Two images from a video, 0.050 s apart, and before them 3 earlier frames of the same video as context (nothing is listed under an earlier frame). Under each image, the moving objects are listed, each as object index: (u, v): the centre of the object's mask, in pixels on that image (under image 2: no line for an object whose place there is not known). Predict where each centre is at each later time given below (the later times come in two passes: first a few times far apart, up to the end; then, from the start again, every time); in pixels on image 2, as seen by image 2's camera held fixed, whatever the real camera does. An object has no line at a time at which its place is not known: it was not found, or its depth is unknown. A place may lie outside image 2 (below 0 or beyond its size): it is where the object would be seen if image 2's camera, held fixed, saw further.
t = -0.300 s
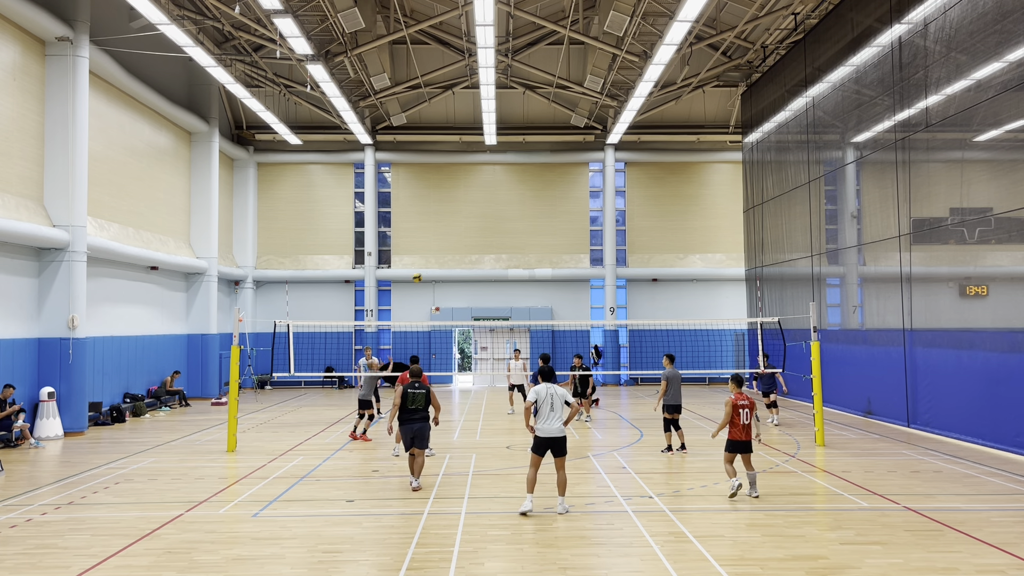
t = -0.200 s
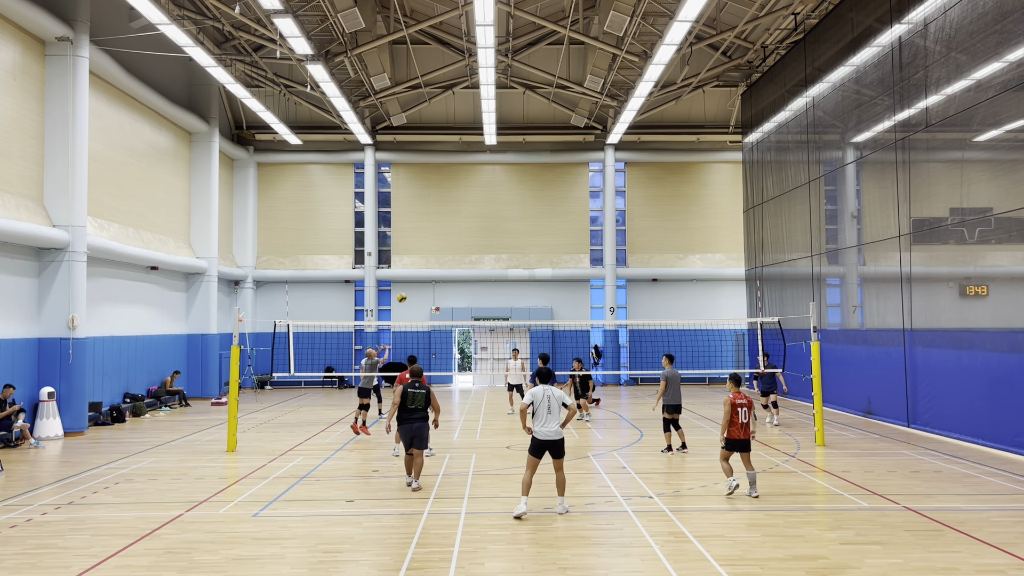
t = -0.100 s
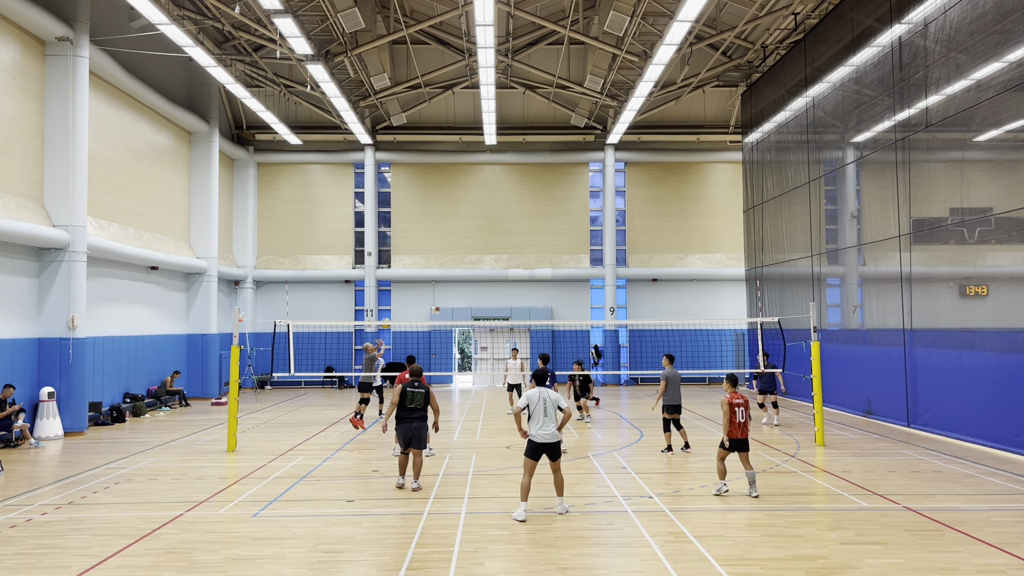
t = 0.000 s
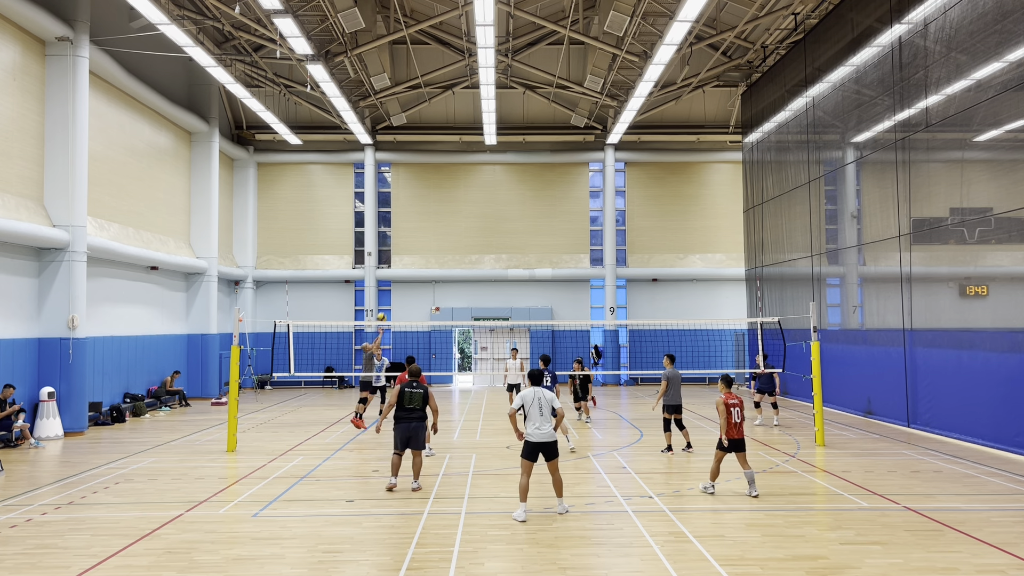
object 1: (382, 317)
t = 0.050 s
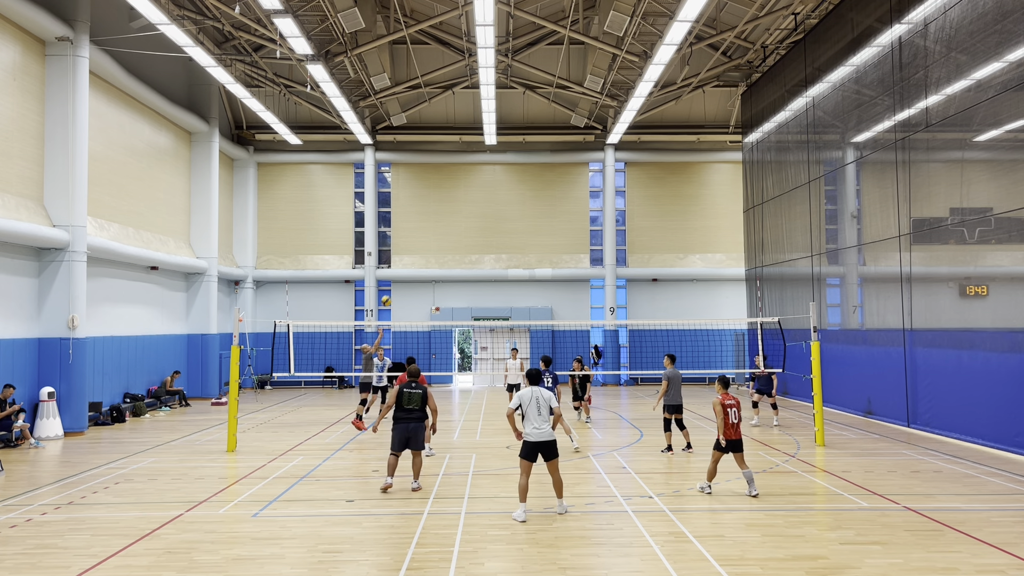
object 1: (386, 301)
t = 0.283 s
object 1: (406, 240)
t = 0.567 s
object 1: (430, 202)
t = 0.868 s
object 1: (454, 204)
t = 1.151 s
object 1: (476, 245)
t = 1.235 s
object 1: (483, 264)
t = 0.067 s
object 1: (387, 296)
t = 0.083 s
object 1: (389, 290)
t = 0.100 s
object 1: (390, 285)
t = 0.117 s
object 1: (392, 281)
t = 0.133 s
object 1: (393, 276)
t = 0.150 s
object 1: (395, 271)
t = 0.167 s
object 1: (396, 267)
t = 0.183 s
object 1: (397, 263)
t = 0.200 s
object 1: (399, 258)
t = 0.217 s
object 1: (400, 254)
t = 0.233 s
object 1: (402, 250)
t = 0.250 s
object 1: (403, 247)
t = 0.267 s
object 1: (405, 243)
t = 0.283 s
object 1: (406, 240)
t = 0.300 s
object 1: (408, 236)
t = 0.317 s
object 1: (409, 233)
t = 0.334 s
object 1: (410, 230)
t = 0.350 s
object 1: (412, 227)
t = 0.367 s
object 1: (413, 225)
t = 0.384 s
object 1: (415, 222)
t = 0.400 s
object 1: (416, 219)
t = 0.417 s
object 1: (417, 217)
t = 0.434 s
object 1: (418, 215)
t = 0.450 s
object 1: (420, 213)
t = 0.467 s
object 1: (421, 211)
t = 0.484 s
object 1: (423, 209)
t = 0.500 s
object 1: (424, 207)
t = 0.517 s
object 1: (425, 206)
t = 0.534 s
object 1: (427, 204)
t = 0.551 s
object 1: (428, 203)
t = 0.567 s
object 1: (430, 202)
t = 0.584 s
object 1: (431, 201)
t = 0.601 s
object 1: (432, 200)
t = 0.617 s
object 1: (434, 199)
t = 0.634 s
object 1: (435, 199)
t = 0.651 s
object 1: (436, 198)
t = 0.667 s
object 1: (438, 198)
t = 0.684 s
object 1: (439, 198)
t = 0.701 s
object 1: (441, 198)
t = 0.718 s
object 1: (442, 198)
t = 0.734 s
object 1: (443, 198)
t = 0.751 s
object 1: (444, 198)
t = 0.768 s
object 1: (446, 199)
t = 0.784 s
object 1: (447, 199)
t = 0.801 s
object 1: (449, 200)
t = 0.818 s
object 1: (450, 201)
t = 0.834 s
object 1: (451, 202)
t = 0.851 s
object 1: (453, 203)
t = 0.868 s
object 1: (454, 204)
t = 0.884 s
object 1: (455, 206)
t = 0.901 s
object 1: (457, 207)
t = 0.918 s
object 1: (458, 209)
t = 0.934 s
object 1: (460, 210)
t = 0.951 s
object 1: (461, 212)
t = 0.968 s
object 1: (462, 214)
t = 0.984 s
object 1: (463, 216)
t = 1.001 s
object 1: (465, 219)
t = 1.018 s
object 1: (466, 221)
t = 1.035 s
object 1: (467, 224)
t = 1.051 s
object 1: (469, 226)
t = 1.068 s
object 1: (470, 229)
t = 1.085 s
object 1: (471, 232)
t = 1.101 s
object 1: (473, 235)
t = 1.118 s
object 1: (474, 238)
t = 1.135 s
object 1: (475, 242)
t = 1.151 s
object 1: (476, 245)
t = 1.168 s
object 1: (478, 249)
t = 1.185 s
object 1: (479, 252)
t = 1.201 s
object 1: (480, 256)
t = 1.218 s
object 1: (482, 260)
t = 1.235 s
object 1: (483, 264)
